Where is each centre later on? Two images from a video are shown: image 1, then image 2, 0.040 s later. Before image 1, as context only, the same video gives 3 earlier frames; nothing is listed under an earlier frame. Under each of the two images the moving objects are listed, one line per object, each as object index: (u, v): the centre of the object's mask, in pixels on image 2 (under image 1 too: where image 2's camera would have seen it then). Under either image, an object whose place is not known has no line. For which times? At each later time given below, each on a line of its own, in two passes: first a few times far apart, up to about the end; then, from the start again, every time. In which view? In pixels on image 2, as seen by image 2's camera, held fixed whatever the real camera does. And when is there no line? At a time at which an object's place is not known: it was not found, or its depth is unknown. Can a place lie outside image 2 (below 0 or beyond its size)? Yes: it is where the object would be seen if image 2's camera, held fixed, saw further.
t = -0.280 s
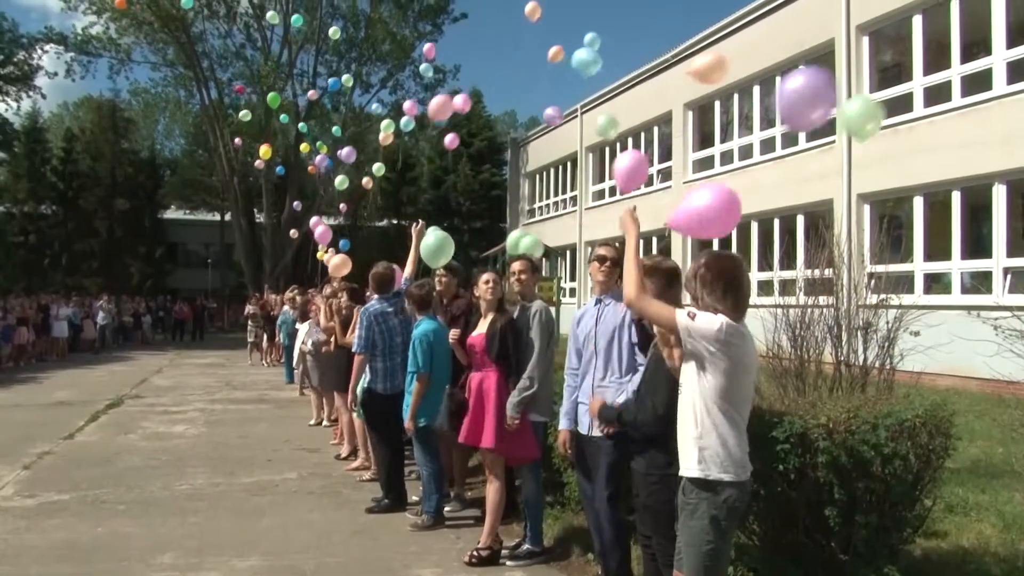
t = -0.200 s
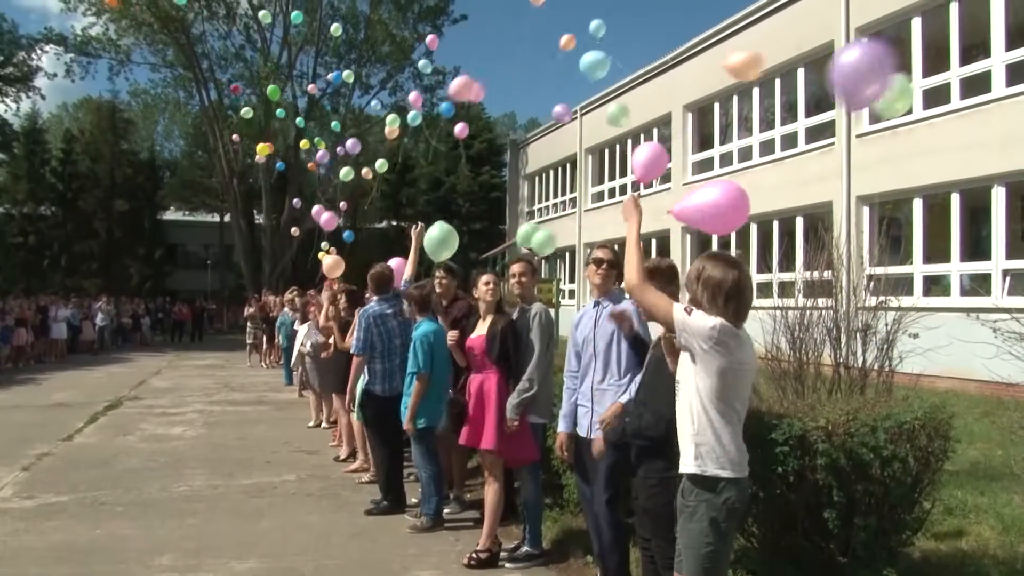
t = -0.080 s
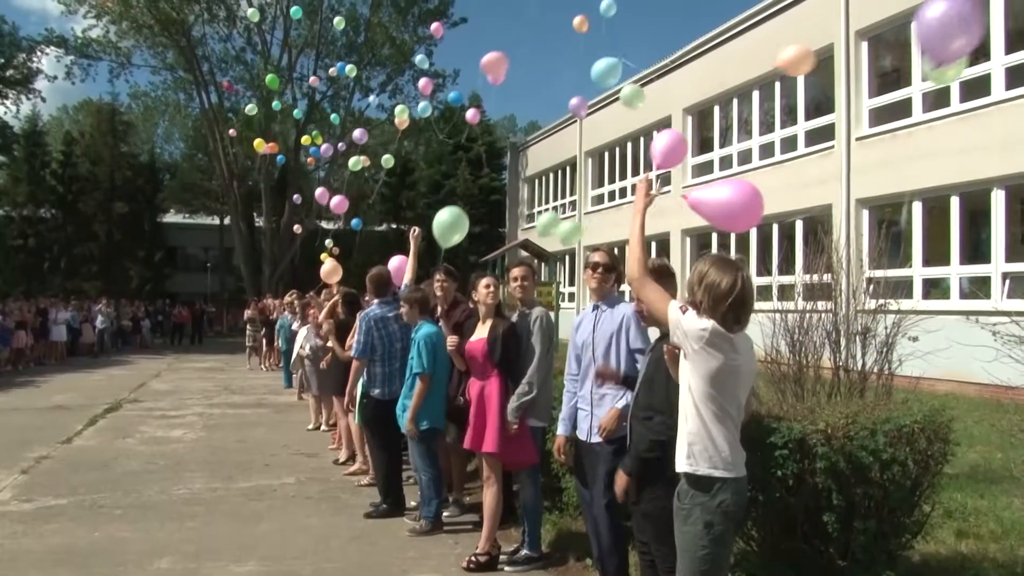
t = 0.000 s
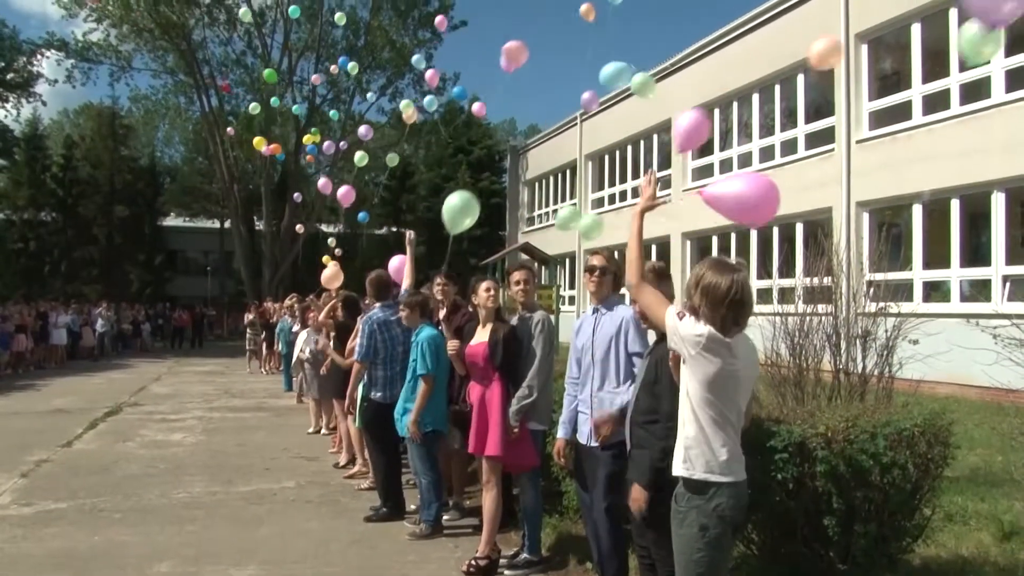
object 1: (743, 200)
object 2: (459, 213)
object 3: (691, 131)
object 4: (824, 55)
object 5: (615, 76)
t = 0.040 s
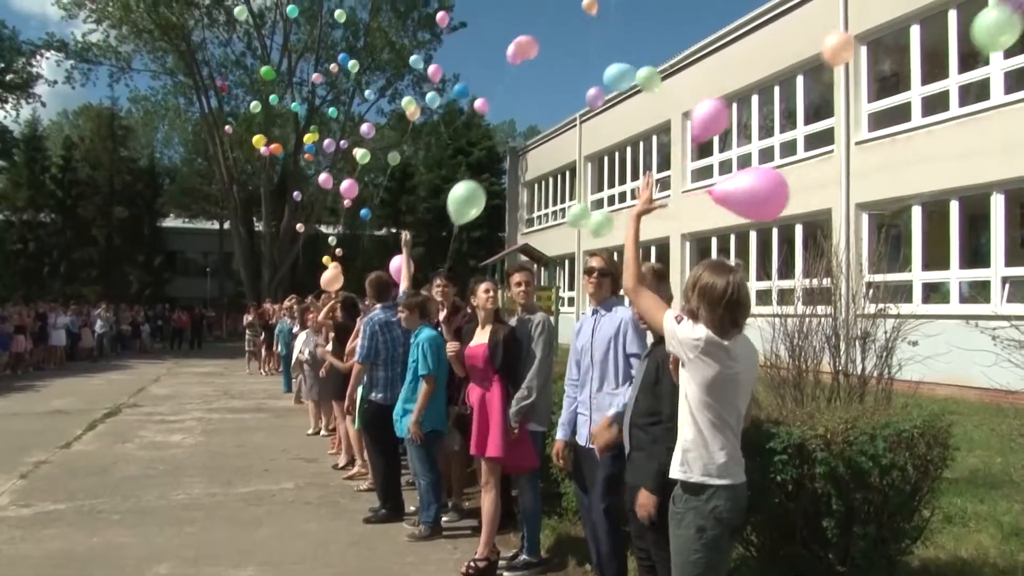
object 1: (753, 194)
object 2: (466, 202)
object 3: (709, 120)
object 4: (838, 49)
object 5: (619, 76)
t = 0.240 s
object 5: (643, 69)
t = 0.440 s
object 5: (673, 43)
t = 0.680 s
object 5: (704, 2)
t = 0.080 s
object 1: (764, 186)
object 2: (473, 190)
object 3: (730, 109)
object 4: (850, 41)
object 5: (623, 76)
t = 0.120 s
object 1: (778, 178)
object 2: (482, 175)
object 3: (754, 101)
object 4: (861, 33)
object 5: (628, 75)
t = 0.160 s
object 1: (793, 167)
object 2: (492, 162)
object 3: (778, 95)
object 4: (871, 24)
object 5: (632, 73)
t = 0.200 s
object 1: (809, 156)
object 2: (504, 148)
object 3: (805, 91)
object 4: (880, 14)
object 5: (638, 72)
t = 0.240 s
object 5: (643, 69)
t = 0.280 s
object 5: (648, 66)
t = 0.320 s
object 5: (654, 61)
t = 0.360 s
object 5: (660, 56)
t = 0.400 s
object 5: (666, 50)
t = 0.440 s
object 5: (673, 43)
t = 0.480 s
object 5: (679, 37)
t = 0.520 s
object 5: (685, 29)
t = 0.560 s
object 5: (691, 22)
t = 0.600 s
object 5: (696, 14)
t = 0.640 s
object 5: (700, 8)
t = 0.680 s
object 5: (704, 2)
